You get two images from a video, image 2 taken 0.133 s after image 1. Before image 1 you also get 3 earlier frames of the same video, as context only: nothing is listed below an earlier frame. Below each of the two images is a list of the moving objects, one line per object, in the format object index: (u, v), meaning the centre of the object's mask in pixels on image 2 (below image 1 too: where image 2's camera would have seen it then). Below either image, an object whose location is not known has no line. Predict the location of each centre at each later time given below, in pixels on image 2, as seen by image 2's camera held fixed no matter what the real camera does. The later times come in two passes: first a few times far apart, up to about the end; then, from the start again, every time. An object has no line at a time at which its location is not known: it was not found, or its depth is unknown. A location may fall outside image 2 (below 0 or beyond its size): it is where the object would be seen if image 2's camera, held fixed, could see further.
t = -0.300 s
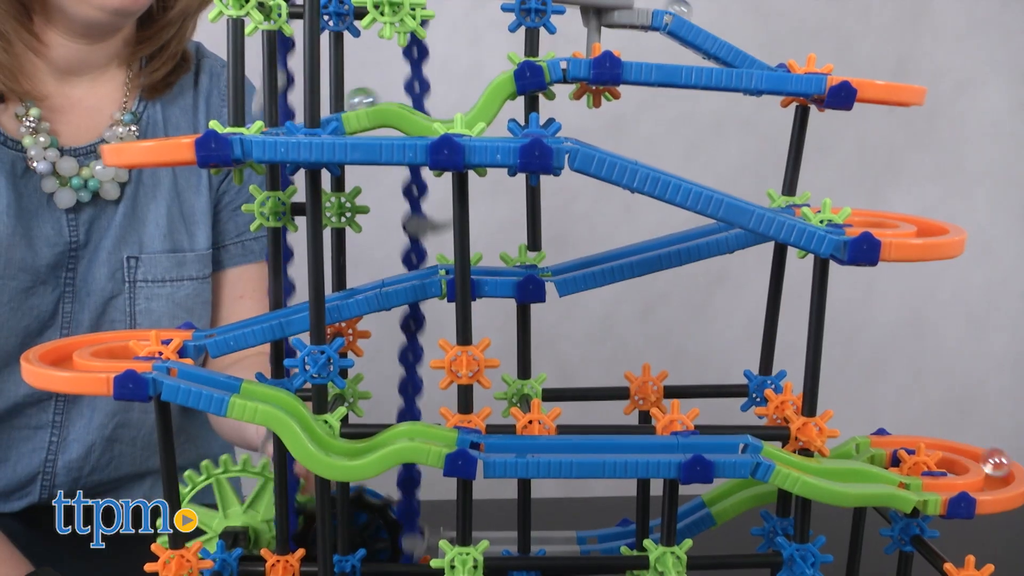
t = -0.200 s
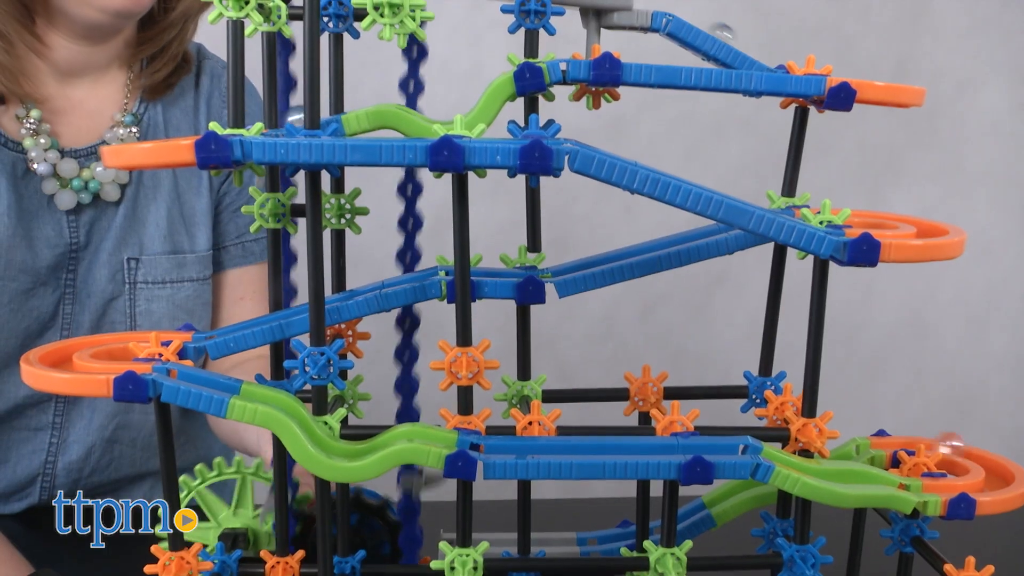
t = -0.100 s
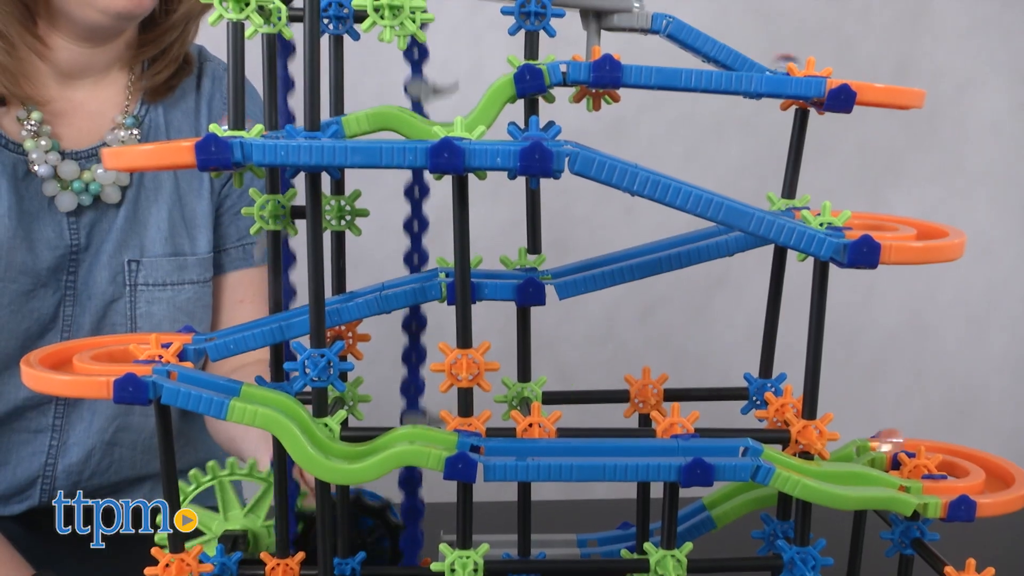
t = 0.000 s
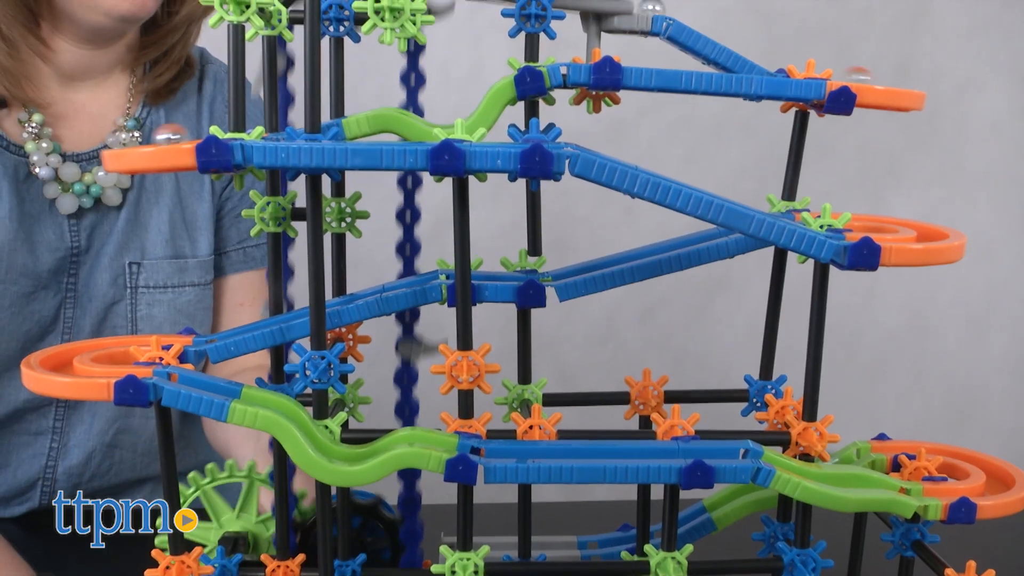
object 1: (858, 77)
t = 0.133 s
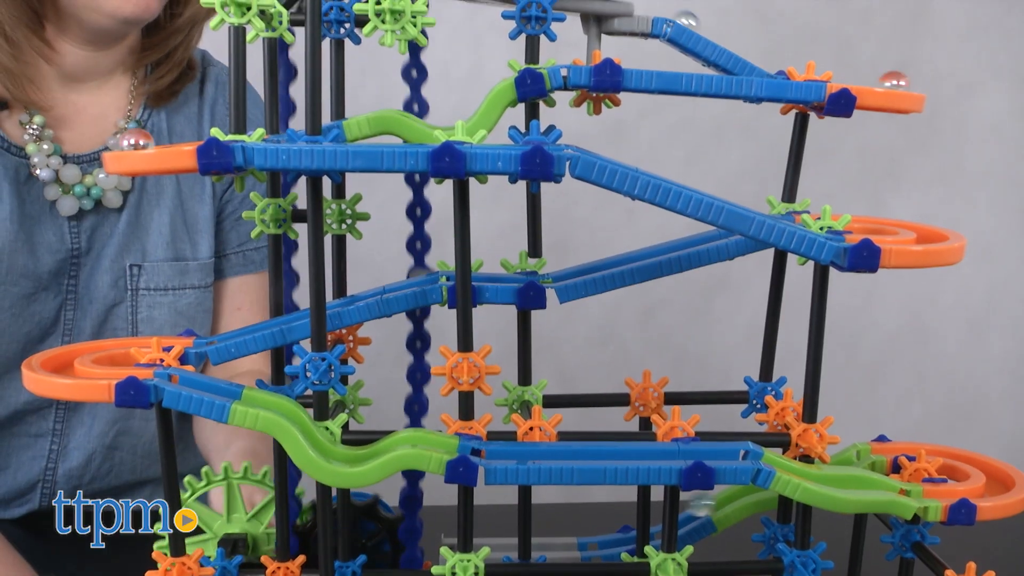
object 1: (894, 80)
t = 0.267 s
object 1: (838, 74)
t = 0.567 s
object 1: (709, 64)
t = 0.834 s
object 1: (622, 56)
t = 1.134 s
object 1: (553, 55)
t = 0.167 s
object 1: (883, 79)
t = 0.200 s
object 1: (870, 77)
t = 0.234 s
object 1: (855, 75)
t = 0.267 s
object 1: (838, 74)
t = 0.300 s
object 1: (822, 72)
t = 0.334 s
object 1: (803, 70)
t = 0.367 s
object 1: (790, 70)
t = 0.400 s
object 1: (777, 69)
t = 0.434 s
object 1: (762, 68)
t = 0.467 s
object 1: (748, 66)
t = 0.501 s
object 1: (734, 66)
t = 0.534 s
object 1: (722, 65)
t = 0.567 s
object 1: (709, 64)
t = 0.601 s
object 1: (696, 63)
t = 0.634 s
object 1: (684, 62)
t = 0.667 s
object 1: (673, 61)
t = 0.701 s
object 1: (662, 61)
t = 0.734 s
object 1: (651, 60)
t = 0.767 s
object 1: (639, 59)
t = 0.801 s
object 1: (630, 58)
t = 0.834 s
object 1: (622, 56)
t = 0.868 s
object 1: (613, 54)
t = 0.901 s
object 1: (600, 54)
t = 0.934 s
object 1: (592, 55)
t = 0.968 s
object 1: (585, 55)
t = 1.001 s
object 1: (578, 55)
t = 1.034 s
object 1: (572, 54)
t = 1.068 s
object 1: (566, 54)
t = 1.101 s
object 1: (560, 54)
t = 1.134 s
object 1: (553, 55)
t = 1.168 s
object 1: (544, 58)
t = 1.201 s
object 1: (534, 60)
